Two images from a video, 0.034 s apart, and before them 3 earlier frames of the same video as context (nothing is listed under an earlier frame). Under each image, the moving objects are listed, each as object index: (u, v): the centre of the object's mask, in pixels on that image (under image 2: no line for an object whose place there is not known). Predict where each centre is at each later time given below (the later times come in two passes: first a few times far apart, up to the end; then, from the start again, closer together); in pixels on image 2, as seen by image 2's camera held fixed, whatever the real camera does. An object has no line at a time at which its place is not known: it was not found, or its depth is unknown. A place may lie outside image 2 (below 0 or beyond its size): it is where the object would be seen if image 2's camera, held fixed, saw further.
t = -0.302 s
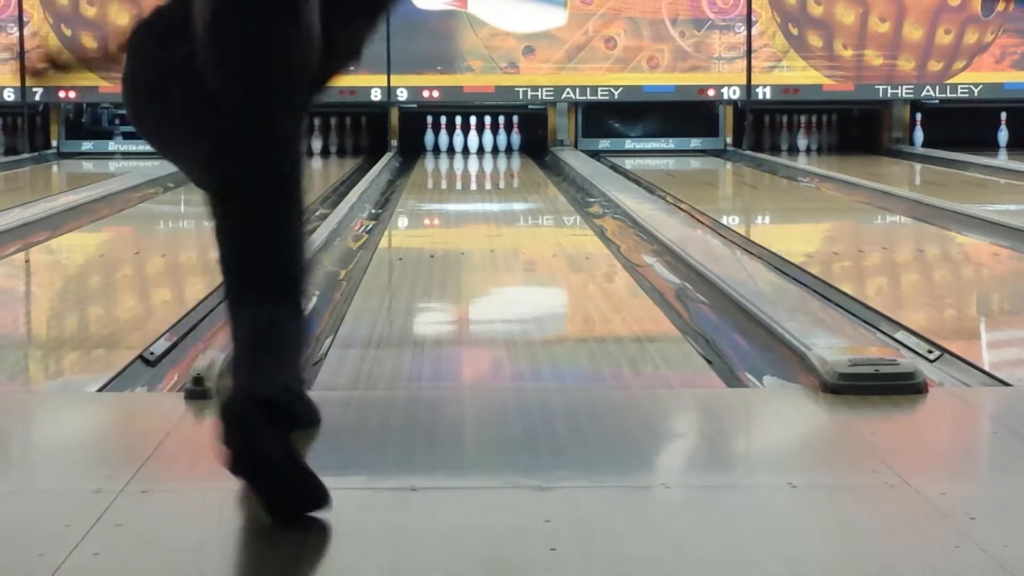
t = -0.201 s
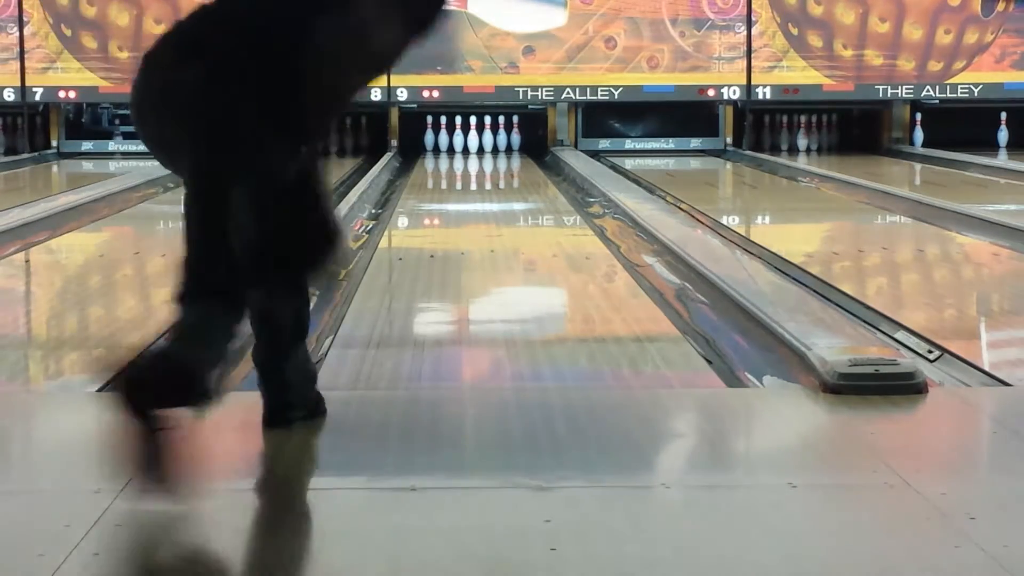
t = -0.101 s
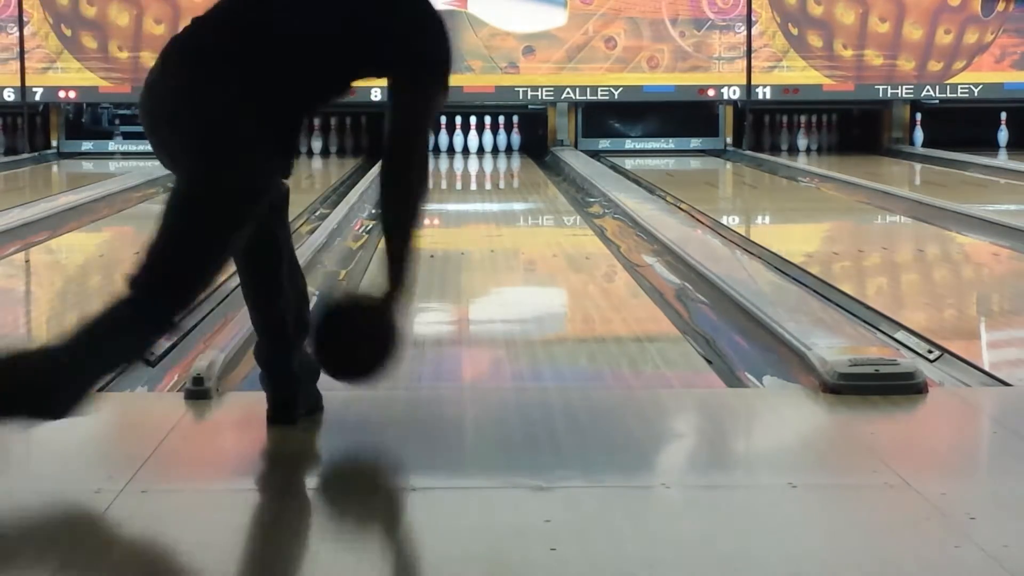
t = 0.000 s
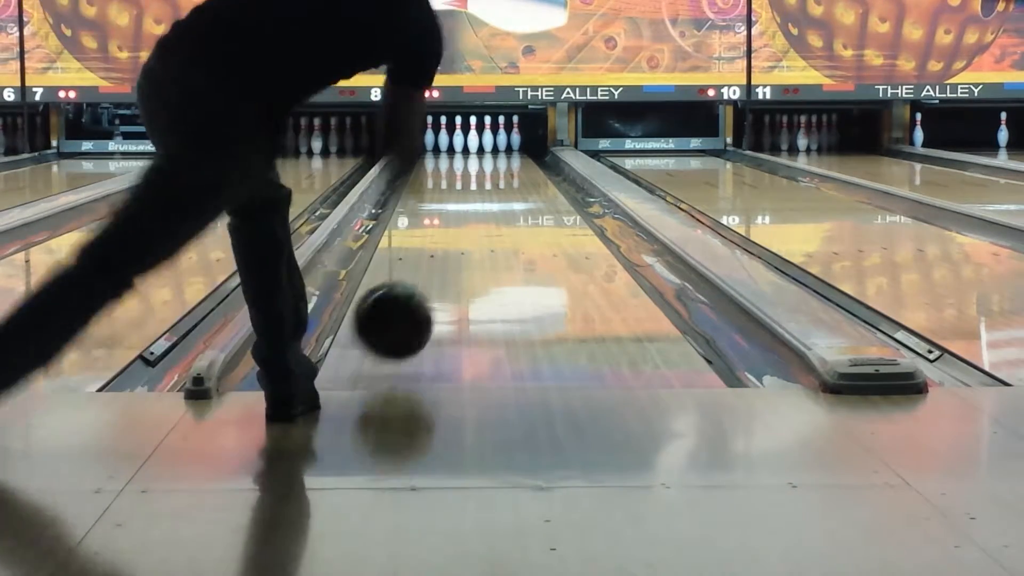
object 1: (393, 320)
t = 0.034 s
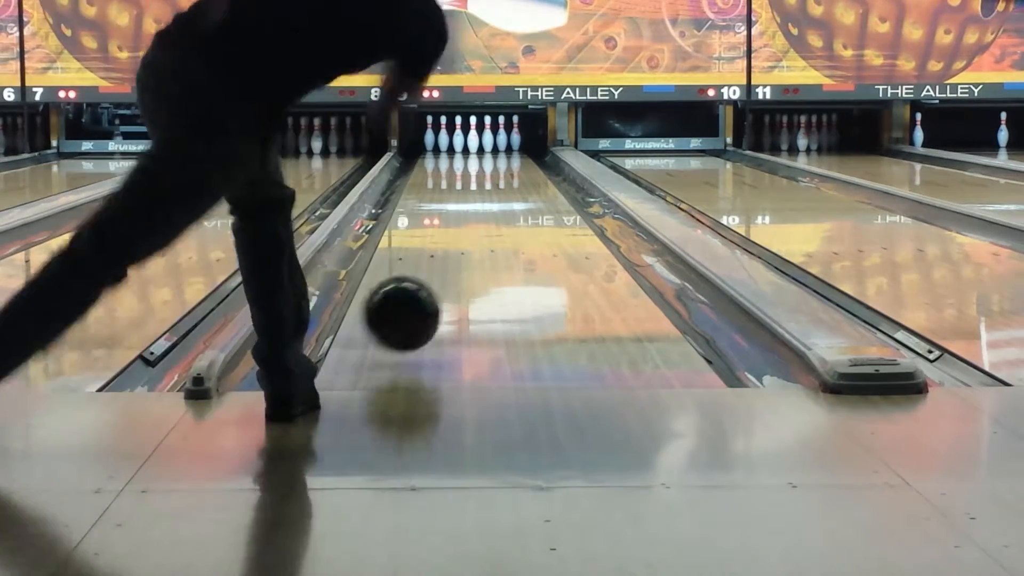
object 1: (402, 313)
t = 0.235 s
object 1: (442, 275)
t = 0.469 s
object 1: (471, 238)
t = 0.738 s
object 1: (491, 209)
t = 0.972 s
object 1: (503, 190)
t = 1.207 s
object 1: (510, 176)
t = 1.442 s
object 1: (515, 166)
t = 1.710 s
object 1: (514, 156)
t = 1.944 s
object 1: (507, 150)
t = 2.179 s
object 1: (492, 145)
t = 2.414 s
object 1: (477, 143)
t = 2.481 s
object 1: (474, 143)
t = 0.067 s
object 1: (410, 310)
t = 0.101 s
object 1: (418, 305)
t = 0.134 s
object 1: (424, 296)
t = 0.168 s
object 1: (431, 289)
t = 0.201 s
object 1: (437, 282)
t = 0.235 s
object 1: (442, 275)
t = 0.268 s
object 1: (447, 269)
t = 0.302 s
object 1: (452, 263)
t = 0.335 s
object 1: (456, 257)
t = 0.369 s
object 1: (460, 252)
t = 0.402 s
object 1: (464, 247)
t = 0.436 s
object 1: (467, 242)
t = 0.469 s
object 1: (471, 238)
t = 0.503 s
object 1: (474, 233)
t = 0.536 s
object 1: (477, 229)
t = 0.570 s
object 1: (480, 226)
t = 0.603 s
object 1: (482, 222)
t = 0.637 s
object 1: (485, 218)
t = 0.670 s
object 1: (487, 215)
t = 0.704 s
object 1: (489, 212)
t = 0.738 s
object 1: (491, 209)
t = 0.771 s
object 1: (493, 206)
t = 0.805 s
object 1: (495, 203)
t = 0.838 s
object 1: (497, 200)
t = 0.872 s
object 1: (499, 198)
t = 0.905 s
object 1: (500, 196)
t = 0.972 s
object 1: (503, 190)
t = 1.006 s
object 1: (504, 188)
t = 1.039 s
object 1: (506, 186)
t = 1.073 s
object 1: (507, 184)
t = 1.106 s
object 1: (508, 182)
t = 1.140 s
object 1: (509, 180)
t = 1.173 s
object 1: (510, 178)
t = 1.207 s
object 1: (510, 176)
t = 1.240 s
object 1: (511, 175)
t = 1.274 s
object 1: (512, 173)
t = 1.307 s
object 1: (513, 172)
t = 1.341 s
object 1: (513, 171)
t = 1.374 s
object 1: (514, 169)
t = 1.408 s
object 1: (515, 167)
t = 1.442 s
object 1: (515, 166)
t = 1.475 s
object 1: (516, 164)
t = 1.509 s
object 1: (516, 163)
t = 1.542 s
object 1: (516, 162)
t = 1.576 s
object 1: (516, 161)
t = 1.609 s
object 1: (516, 160)
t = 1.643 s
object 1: (515, 159)
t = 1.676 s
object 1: (515, 158)
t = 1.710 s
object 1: (514, 156)
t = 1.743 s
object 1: (514, 155)
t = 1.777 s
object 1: (513, 155)
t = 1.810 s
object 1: (512, 154)
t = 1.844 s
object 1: (511, 153)
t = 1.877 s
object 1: (509, 152)
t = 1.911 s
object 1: (508, 151)
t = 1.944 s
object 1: (507, 150)
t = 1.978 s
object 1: (505, 149)
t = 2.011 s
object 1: (503, 149)
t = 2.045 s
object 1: (501, 148)
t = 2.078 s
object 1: (499, 147)
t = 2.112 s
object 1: (497, 147)
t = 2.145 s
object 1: (494, 146)
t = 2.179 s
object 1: (492, 145)
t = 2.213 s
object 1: (490, 145)
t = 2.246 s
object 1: (489, 144)
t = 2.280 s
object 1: (484, 144)
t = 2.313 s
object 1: (481, 143)
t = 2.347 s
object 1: (481, 143)
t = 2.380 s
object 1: (480, 142)
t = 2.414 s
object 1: (477, 143)
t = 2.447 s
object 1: (476, 142)
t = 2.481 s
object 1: (474, 143)
